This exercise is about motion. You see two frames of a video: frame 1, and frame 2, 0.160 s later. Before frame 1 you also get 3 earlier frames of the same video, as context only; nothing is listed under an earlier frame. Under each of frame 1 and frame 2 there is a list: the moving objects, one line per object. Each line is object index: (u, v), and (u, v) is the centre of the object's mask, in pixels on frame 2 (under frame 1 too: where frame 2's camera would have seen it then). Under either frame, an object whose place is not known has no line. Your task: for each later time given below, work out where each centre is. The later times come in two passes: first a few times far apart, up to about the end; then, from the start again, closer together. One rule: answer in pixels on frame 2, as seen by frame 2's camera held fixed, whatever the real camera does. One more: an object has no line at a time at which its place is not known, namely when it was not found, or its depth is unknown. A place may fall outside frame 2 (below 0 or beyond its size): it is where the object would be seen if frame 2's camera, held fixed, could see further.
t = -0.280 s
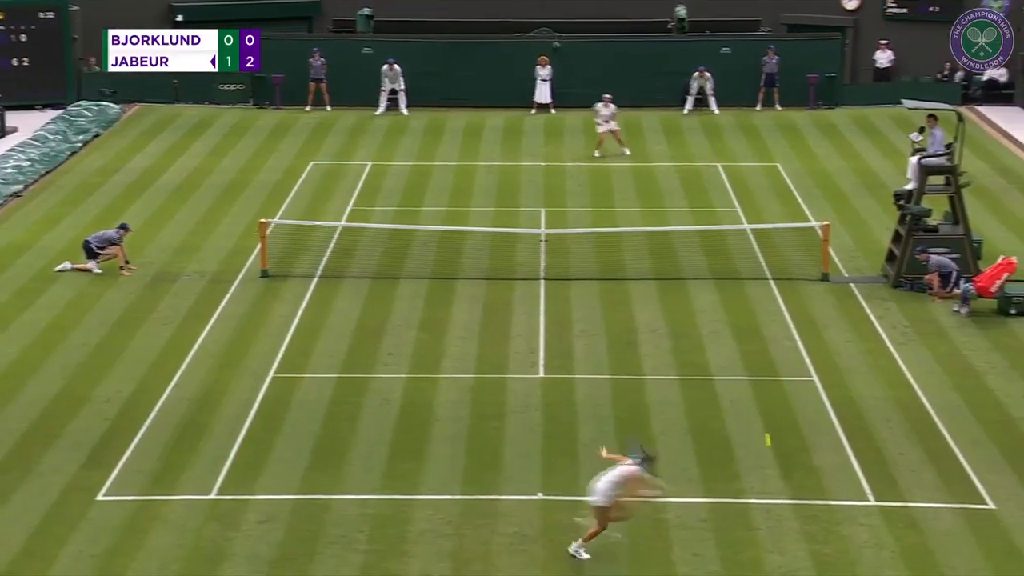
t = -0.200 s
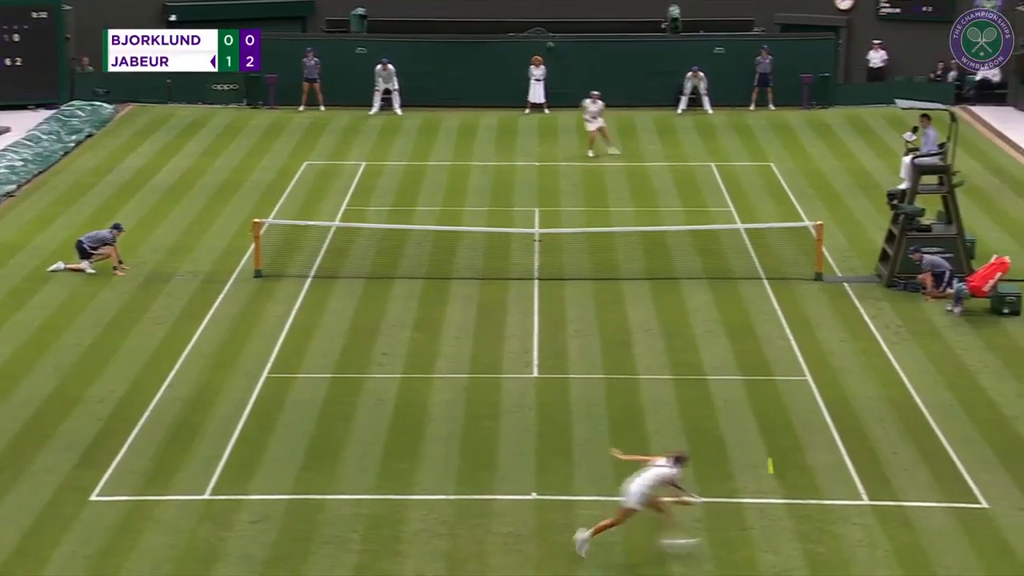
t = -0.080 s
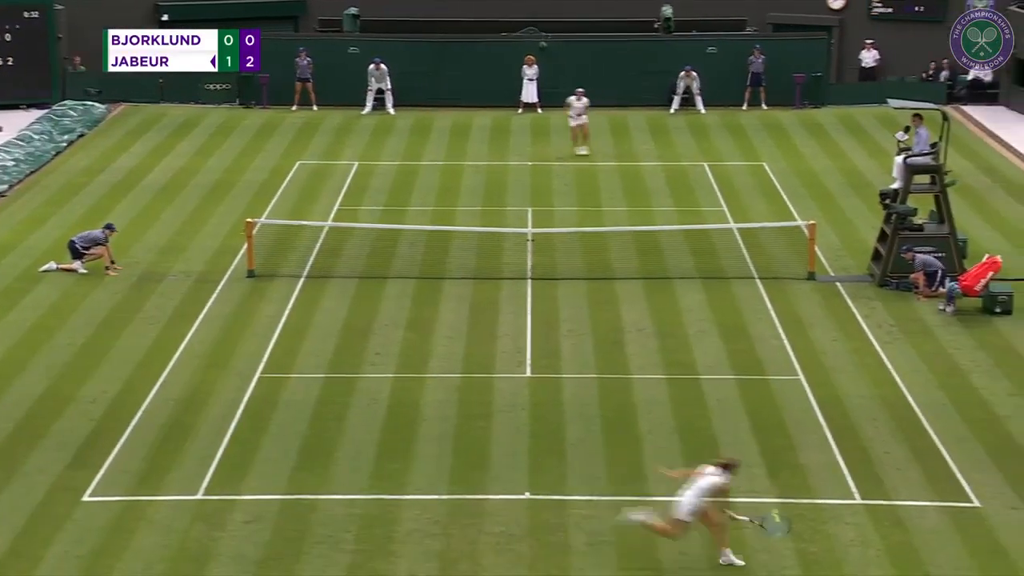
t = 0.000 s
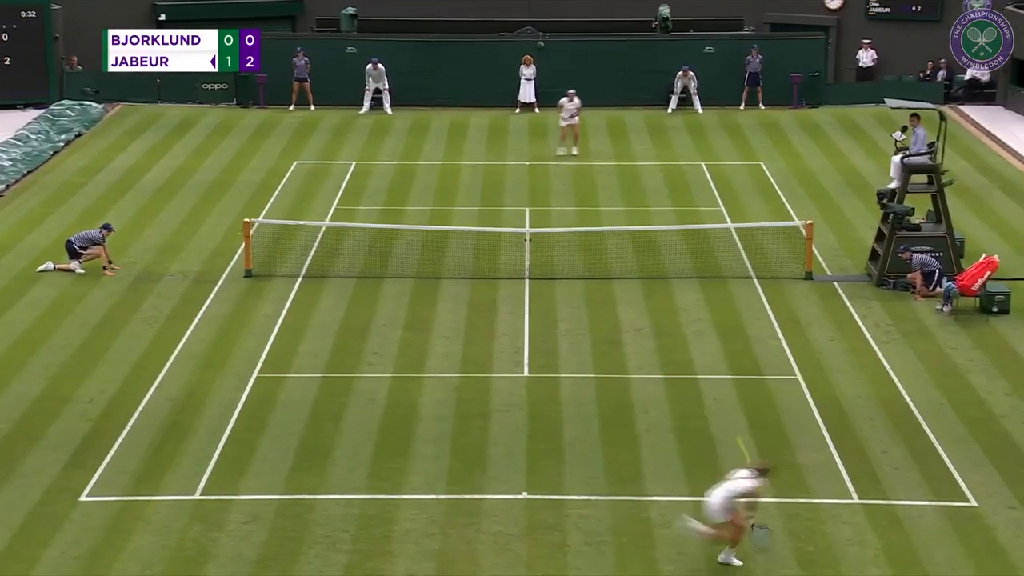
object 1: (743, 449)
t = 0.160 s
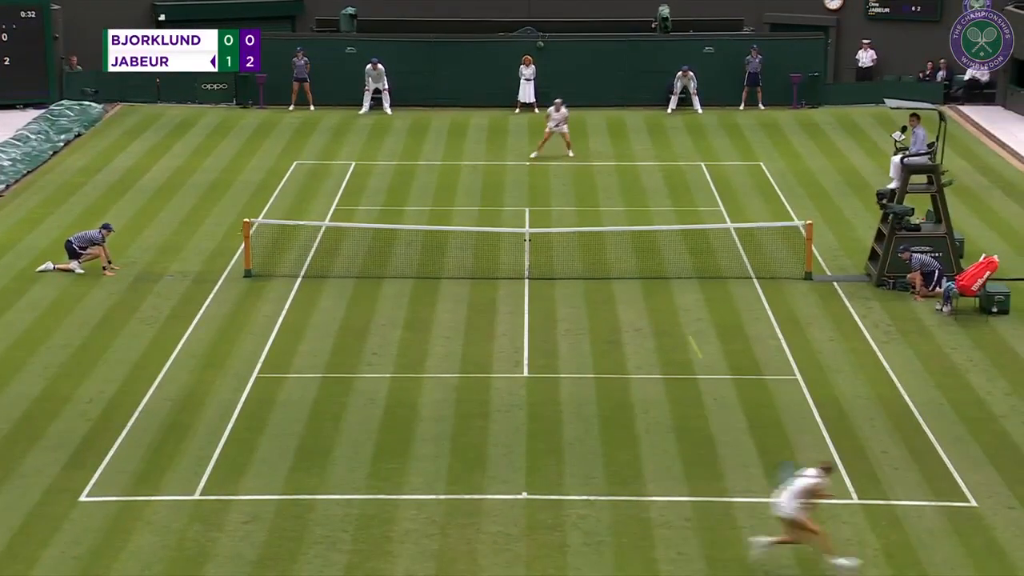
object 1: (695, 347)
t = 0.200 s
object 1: (684, 327)
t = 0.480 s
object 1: (628, 239)
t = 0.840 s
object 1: (578, 208)
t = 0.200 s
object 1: (684, 327)
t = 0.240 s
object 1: (675, 310)
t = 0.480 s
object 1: (628, 239)
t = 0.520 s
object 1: (623, 233)
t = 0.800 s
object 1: (583, 209)
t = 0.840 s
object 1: (578, 208)
